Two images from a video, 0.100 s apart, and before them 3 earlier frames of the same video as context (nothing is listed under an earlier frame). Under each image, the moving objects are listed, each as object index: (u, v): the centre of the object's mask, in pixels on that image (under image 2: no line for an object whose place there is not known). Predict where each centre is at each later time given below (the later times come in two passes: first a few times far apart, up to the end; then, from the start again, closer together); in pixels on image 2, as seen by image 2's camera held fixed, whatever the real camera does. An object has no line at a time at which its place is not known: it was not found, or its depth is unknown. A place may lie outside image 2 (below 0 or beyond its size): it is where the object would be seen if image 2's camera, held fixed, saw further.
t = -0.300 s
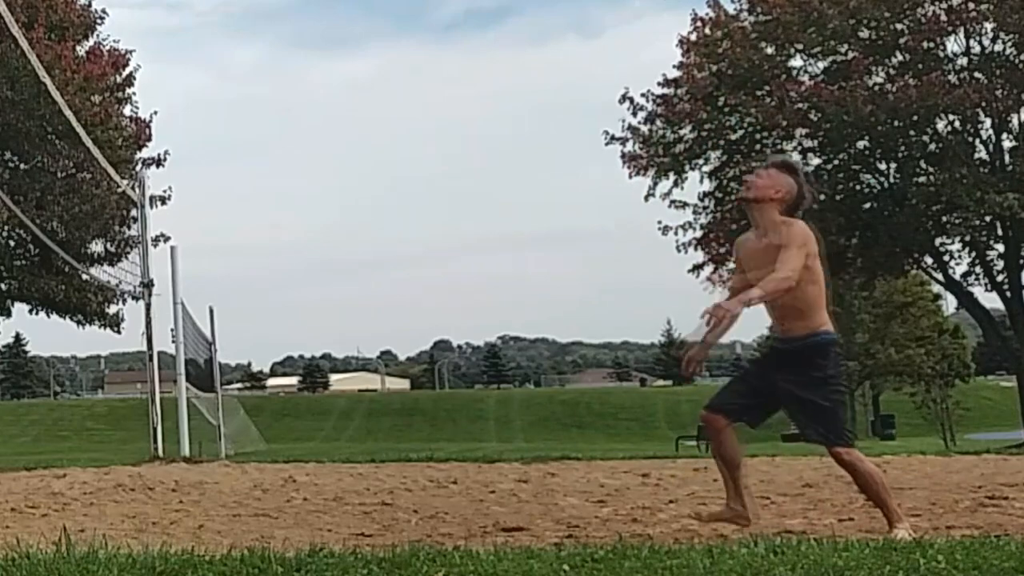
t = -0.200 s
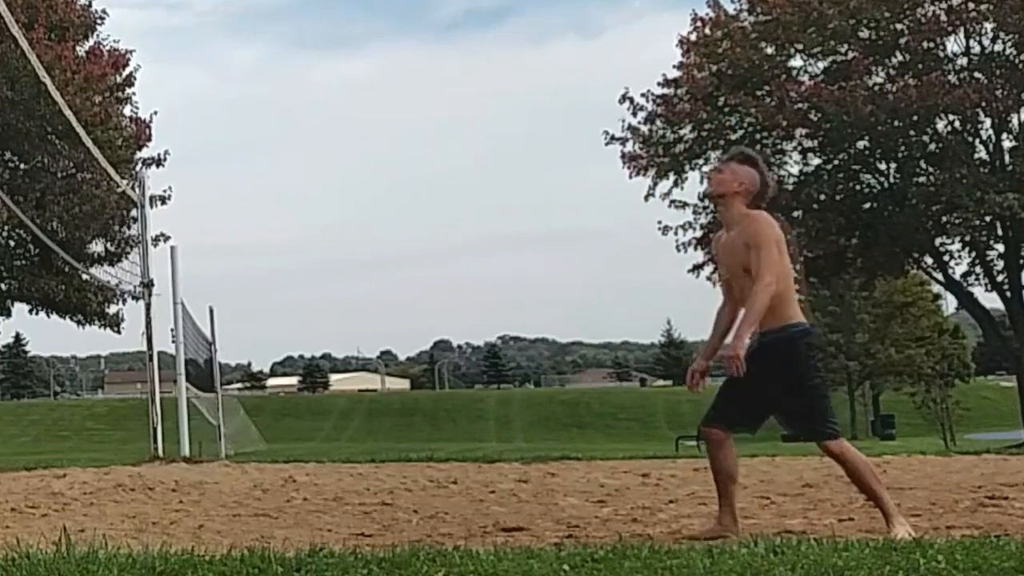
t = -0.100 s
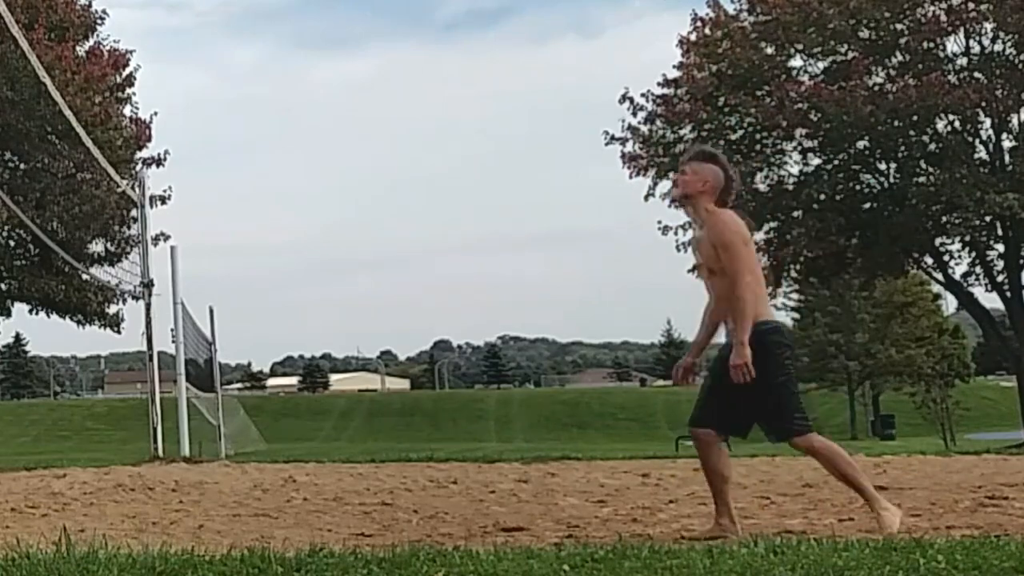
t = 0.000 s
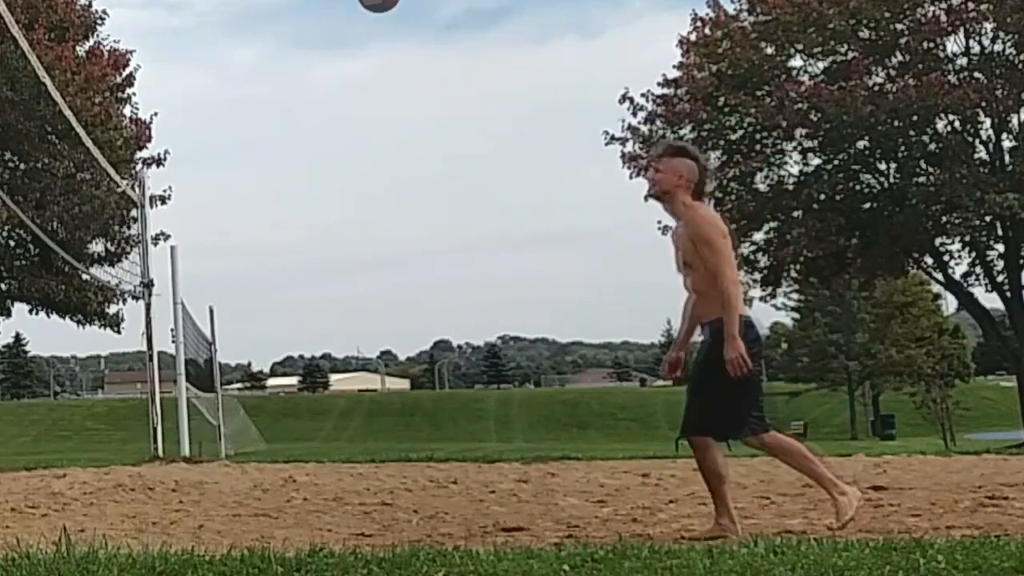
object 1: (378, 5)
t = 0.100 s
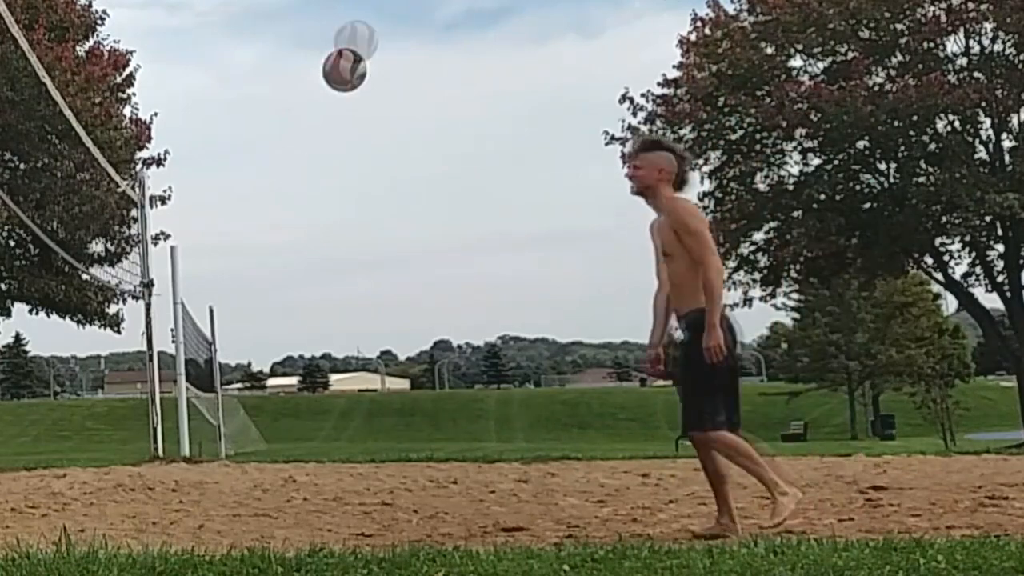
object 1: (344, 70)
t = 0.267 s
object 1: (289, 246)
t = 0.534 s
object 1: (242, 462)
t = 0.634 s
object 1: (258, 393)
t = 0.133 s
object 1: (333, 100)
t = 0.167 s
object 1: (322, 133)
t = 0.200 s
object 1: (311, 168)
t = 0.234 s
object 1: (300, 206)
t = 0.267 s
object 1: (289, 246)
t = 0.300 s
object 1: (279, 287)
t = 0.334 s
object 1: (268, 332)
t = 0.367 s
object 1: (258, 378)
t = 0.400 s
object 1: (248, 429)
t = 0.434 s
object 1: (237, 482)
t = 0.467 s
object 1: (231, 519)
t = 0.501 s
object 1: (236, 490)
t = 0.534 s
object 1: (242, 462)
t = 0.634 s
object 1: (258, 393)
